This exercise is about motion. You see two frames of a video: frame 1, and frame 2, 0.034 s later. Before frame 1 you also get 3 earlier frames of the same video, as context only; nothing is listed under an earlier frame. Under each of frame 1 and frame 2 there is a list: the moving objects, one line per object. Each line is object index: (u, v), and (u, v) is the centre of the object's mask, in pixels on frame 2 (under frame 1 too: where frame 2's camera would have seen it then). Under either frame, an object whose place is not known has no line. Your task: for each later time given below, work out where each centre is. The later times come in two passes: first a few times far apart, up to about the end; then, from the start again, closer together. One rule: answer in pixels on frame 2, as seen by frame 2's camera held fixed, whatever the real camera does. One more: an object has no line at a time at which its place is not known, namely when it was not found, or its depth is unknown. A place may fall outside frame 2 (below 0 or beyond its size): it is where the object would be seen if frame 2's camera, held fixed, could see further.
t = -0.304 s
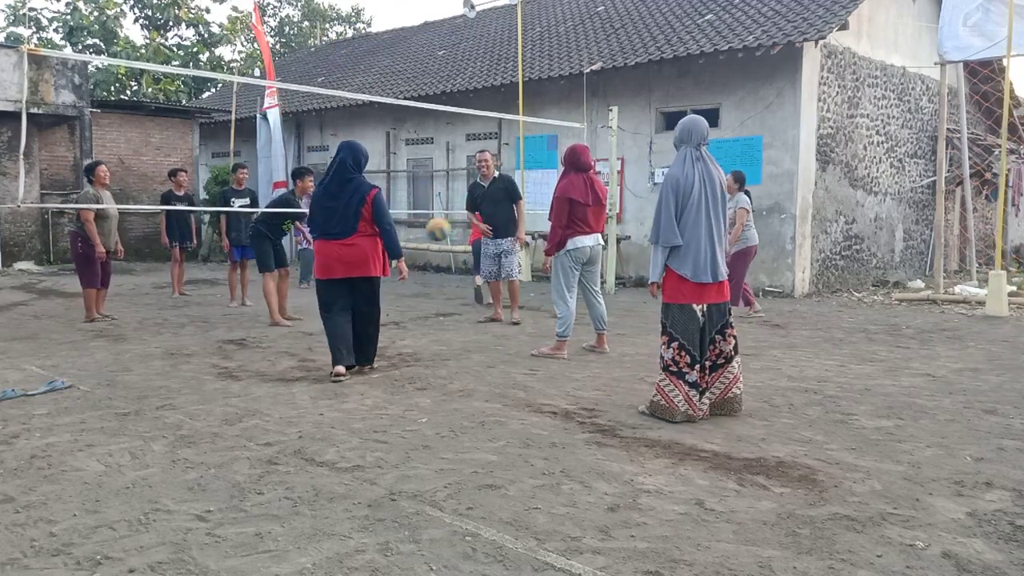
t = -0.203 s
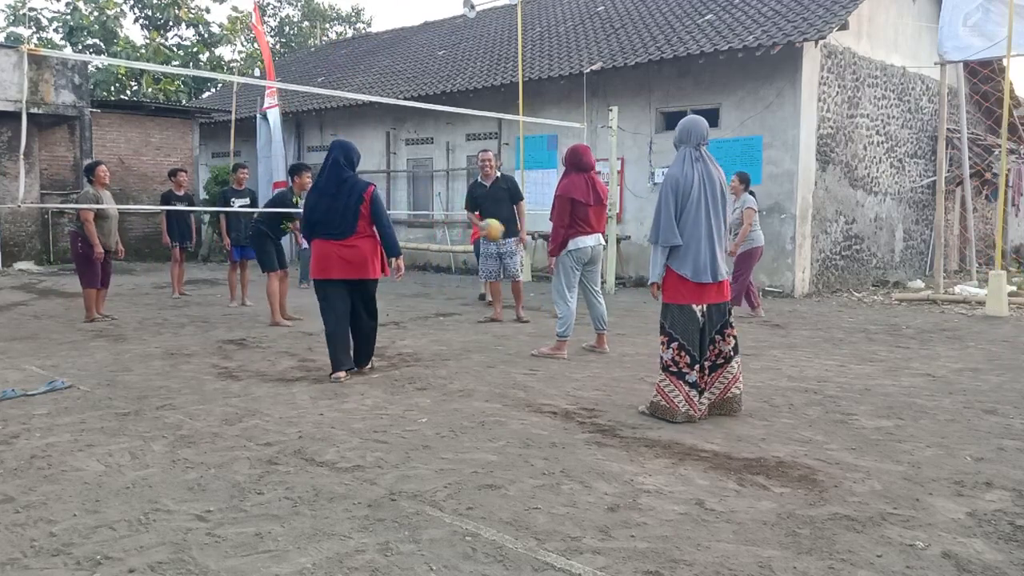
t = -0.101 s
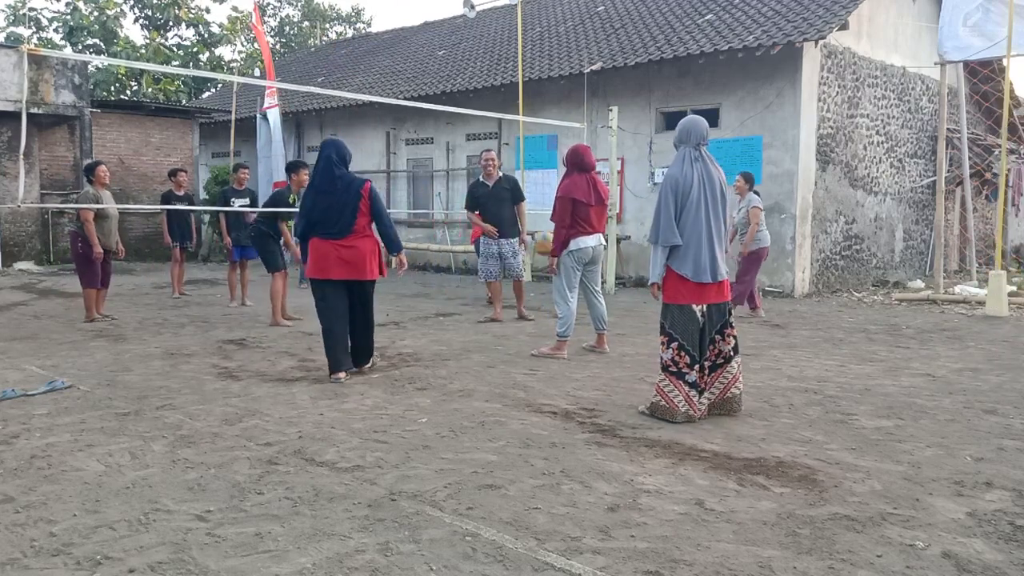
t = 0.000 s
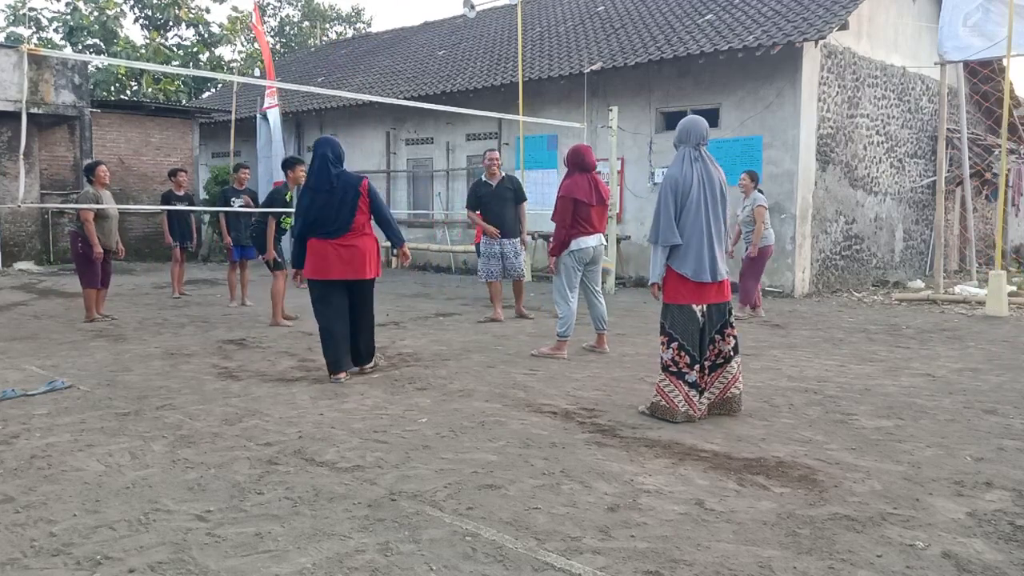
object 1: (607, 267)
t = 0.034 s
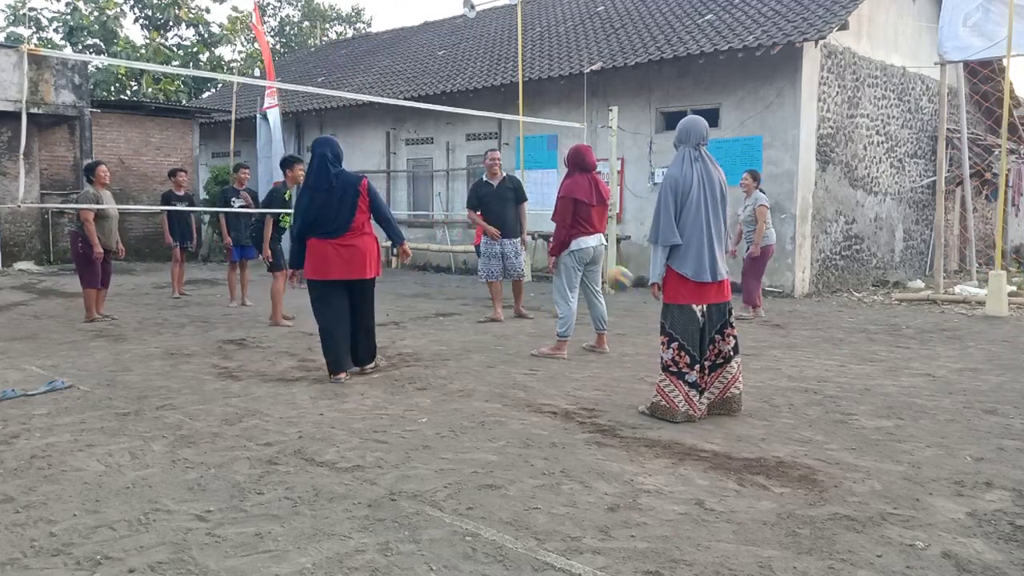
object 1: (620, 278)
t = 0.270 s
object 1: (741, 302)
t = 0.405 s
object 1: (792, 285)
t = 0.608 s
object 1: (877, 299)
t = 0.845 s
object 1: (979, 326)
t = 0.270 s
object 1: (741, 302)
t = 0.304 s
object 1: (750, 296)
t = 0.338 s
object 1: (763, 291)
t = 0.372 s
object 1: (778, 287)
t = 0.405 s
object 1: (792, 285)
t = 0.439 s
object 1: (807, 284)
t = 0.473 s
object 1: (820, 283)
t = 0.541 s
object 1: (848, 287)
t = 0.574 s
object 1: (864, 292)
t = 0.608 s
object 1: (877, 299)
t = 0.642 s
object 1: (891, 307)
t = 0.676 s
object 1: (905, 315)
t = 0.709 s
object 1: (919, 325)
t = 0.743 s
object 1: (933, 338)
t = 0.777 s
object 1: (948, 340)
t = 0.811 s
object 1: (962, 332)
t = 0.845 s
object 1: (979, 326)
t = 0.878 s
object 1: (994, 322)
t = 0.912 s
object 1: (1010, 319)
